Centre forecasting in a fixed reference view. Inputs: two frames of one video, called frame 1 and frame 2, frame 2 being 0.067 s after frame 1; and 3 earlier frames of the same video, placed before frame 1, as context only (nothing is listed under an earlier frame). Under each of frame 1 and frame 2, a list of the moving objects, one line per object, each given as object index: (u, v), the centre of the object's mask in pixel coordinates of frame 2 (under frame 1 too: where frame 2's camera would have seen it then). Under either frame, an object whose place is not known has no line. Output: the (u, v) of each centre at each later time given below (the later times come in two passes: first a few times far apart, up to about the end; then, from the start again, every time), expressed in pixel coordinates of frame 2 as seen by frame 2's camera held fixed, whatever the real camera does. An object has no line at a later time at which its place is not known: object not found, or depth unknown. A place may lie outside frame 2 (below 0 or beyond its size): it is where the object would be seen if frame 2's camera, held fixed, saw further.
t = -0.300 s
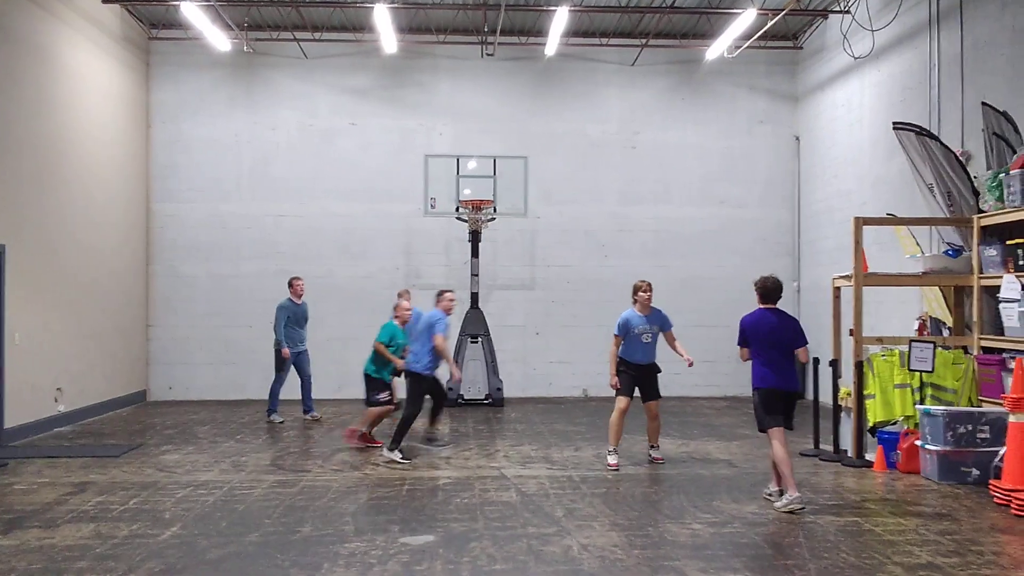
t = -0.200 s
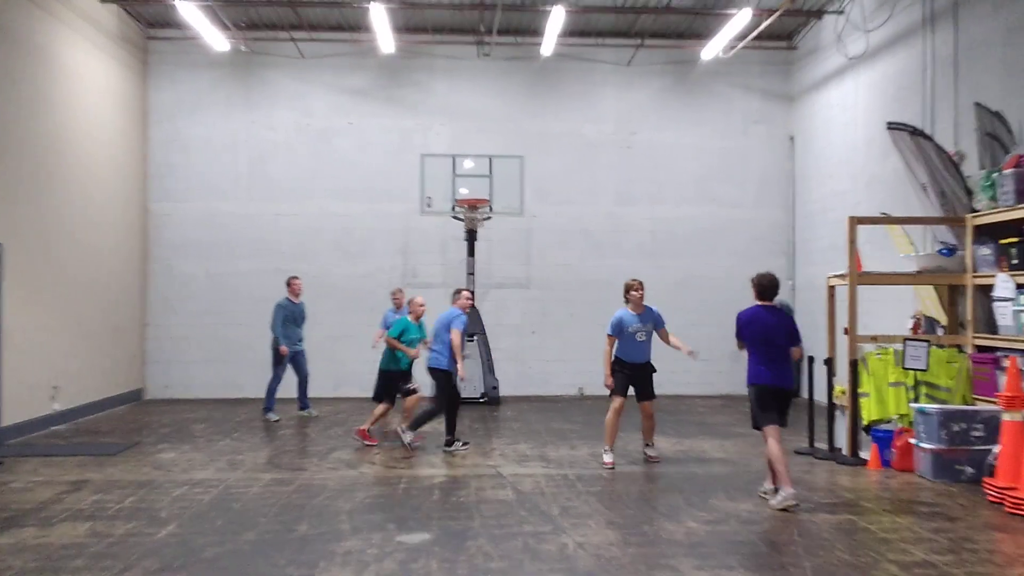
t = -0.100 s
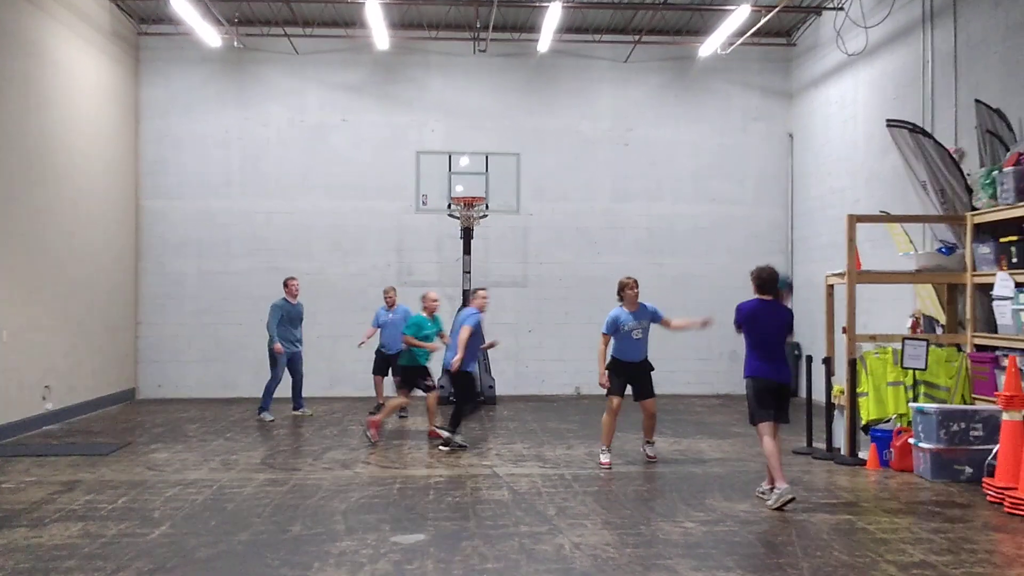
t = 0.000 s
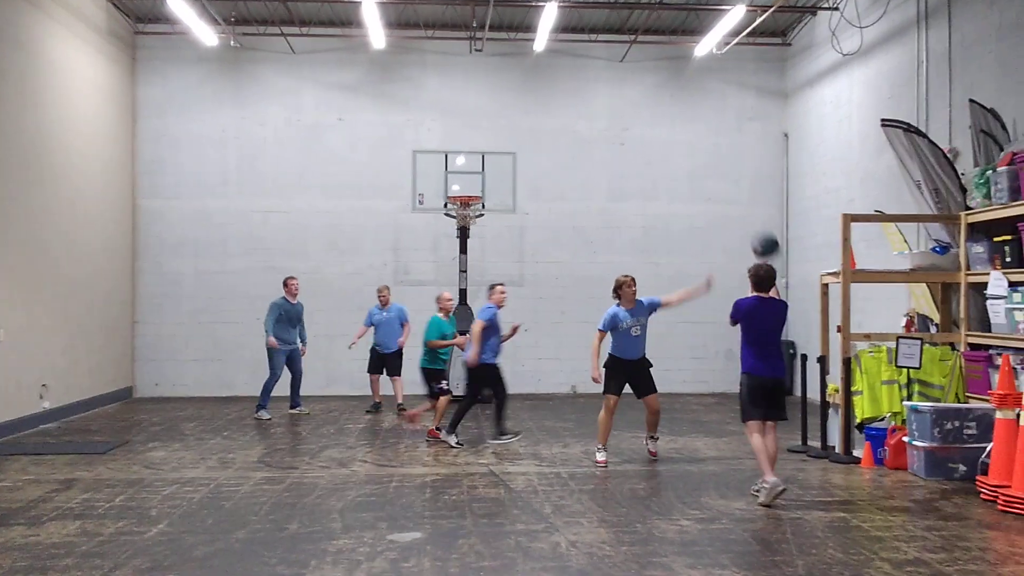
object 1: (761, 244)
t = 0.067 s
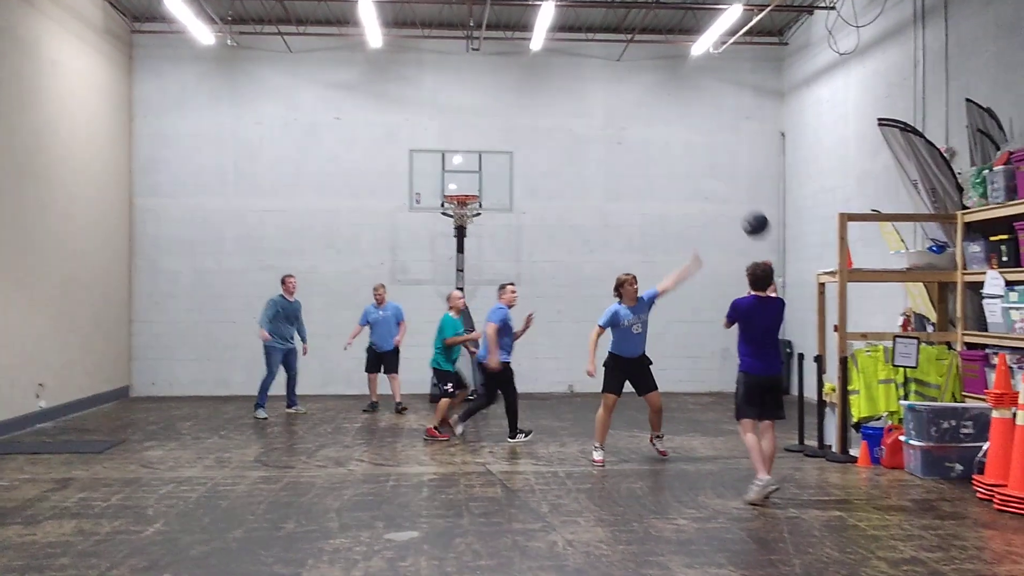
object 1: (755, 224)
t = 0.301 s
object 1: (734, 193)
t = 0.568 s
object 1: (712, 223)
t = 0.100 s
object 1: (752, 215)
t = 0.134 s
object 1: (749, 209)
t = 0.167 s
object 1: (746, 203)
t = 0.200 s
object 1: (743, 199)
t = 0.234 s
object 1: (740, 196)
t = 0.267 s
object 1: (737, 194)
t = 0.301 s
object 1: (734, 193)
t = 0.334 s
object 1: (731, 194)
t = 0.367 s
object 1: (729, 195)
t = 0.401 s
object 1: (726, 198)
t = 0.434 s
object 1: (723, 201)
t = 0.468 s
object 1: (720, 205)
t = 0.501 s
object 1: (717, 210)
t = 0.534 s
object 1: (714, 216)
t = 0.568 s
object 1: (712, 223)
